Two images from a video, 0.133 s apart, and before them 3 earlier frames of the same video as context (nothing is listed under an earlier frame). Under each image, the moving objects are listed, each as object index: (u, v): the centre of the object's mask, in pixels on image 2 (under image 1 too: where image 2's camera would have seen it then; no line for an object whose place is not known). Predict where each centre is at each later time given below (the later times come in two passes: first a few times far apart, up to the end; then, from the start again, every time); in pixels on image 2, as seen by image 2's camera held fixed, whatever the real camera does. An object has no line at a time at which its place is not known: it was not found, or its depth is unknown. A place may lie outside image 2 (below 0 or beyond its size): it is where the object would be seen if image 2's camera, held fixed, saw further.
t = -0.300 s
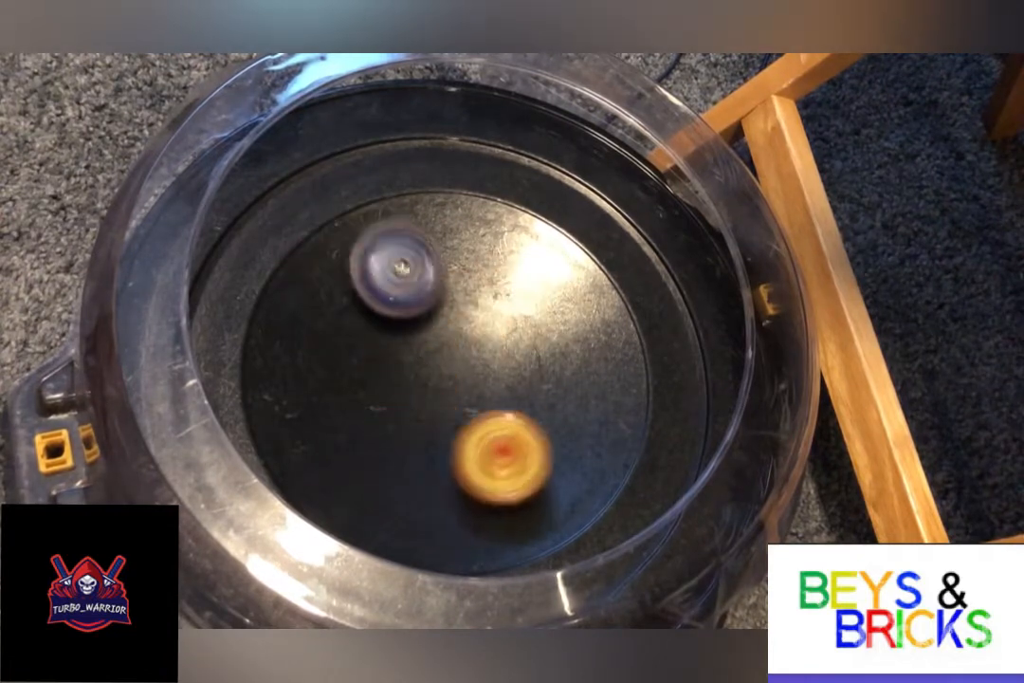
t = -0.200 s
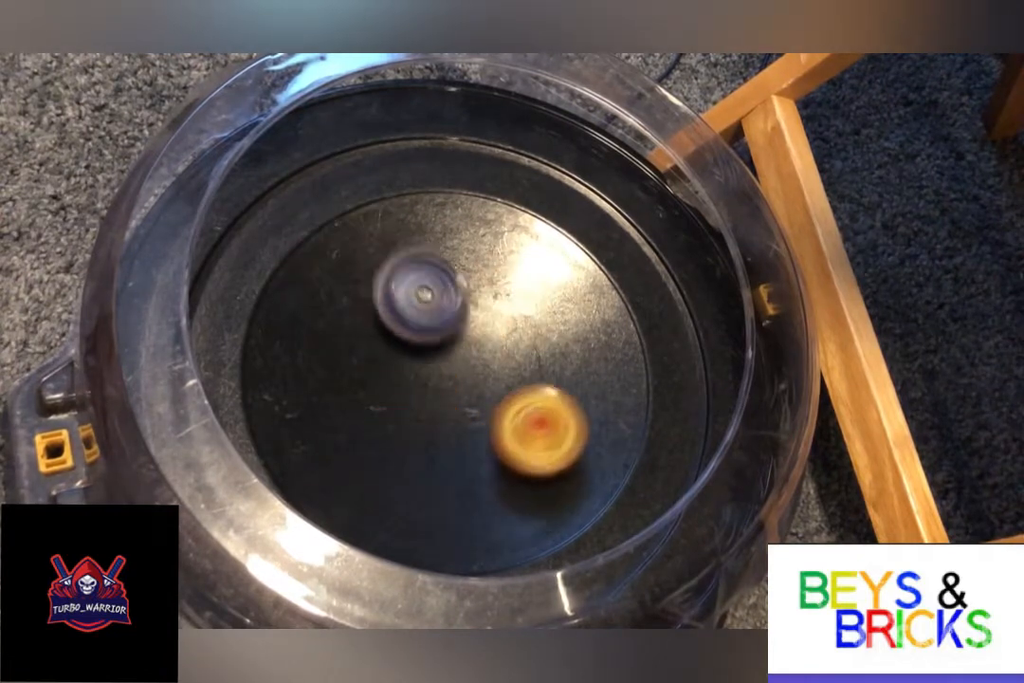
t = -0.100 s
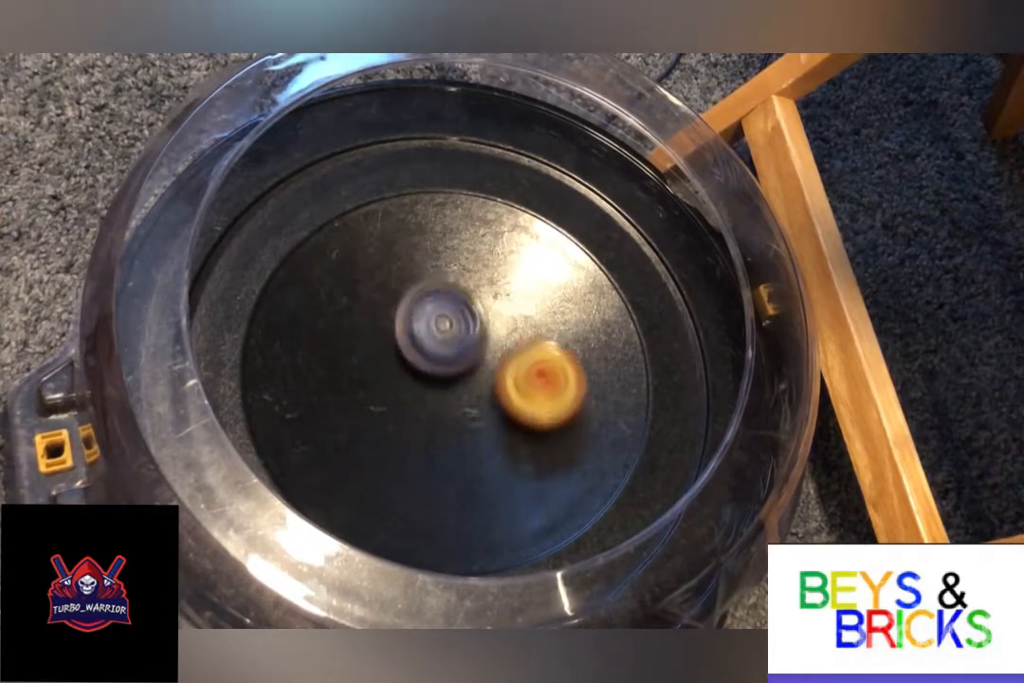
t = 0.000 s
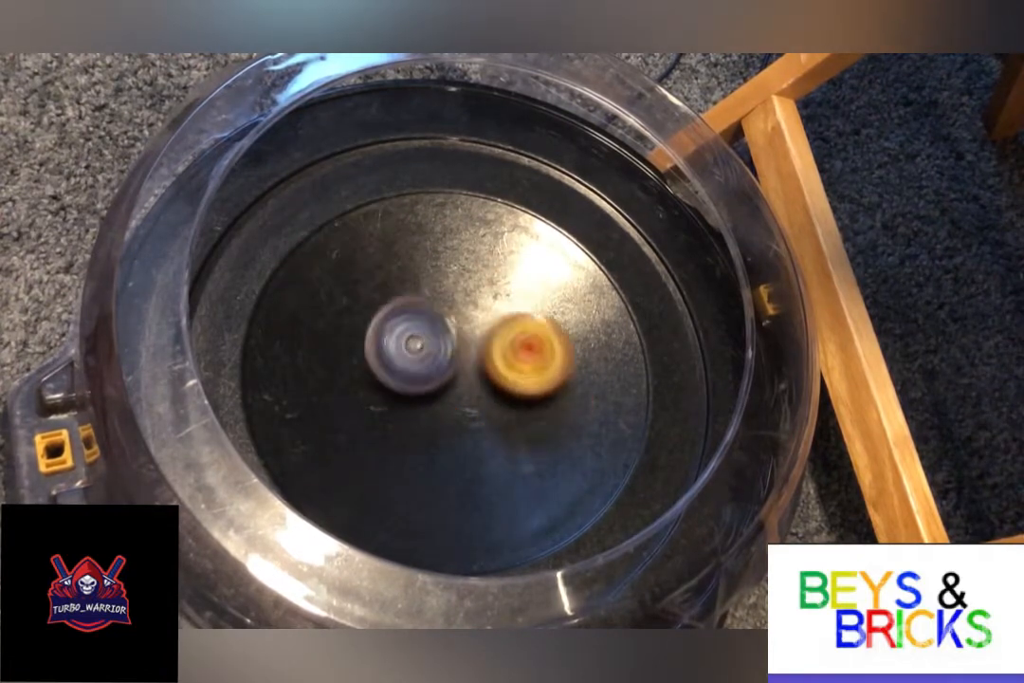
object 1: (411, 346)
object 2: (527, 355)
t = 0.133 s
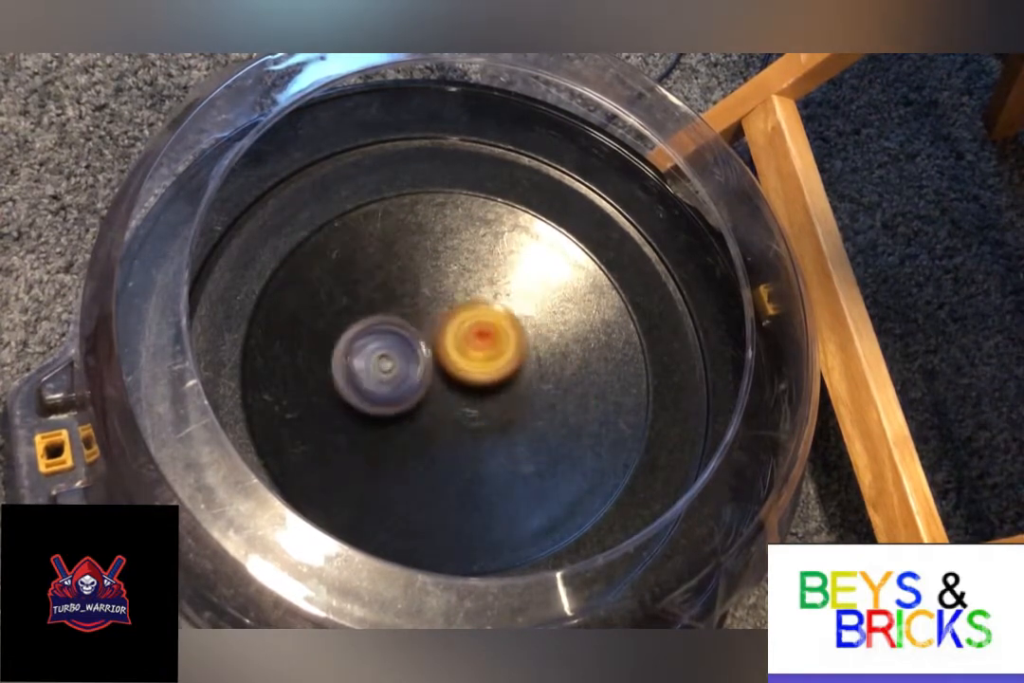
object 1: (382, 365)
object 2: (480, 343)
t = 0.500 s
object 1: (309, 380)
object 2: (446, 414)
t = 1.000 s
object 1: (365, 440)
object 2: (501, 291)
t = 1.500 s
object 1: (459, 506)
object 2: (409, 314)
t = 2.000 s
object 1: (524, 449)
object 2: (495, 347)
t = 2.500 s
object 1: (514, 400)
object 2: (413, 363)
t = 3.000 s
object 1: (512, 360)
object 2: (446, 440)
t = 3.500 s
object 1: (463, 269)
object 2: (395, 354)
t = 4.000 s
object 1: (475, 299)
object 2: (448, 415)
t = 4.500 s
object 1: (410, 310)
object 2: (515, 362)
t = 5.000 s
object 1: (381, 312)
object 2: (442, 424)
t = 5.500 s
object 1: (397, 348)
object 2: (501, 355)
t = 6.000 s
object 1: (400, 413)
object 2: (462, 332)
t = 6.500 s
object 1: (457, 446)
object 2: (495, 348)
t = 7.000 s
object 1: (467, 424)
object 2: (419, 339)
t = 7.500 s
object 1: (537, 379)
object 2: (410, 351)
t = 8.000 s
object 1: (519, 319)
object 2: (426, 359)
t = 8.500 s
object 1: (462, 331)
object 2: (452, 425)
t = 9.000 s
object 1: (400, 349)
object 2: (492, 394)
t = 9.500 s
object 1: (433, 417)
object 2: (479, 331)
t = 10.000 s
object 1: (514, 380)
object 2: (394, 327)
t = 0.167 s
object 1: (376, 367)
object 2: (469, 346)
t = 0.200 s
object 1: (362, 369)
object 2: (462, 351)
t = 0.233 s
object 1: (347, 371)
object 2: (456, 356)
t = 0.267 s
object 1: (335, 374)
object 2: (447, 362)
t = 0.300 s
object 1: (326, 376)
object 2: (441, 369)
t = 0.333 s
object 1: (319, 377)
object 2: (434, 378)
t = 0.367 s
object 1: (313, 377)
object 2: (432, 386)
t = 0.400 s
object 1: (309, 377)
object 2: (433, 395)
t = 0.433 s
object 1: (307, 378)
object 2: (435, 403)
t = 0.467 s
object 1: (307, 378)
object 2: (439, 410)
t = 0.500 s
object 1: (309, 380)
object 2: (446, 414)
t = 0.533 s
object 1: (312, 382)
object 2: (456, 417)
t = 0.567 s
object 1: (317, 384)
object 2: (465, 418)
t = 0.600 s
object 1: (323, 388)
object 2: (475, 415)
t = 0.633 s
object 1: (329, 390)
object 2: (484, 408)
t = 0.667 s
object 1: (337, 393)
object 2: (491, 400)
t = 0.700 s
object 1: (345, 396)
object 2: (494, 388)
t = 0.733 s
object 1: (353, 399)
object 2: (494, 377)
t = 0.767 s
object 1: (362, 400)
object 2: (490, 366)
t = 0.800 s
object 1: (372, 400)
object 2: (483, 355)
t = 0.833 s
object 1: (381, 401)
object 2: (474, 347)
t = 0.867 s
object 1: (390, 400)
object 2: (464, 341)
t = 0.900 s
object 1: (381, 414)
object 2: (473, 327)
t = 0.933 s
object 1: (372, 426)
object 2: (486, 311)
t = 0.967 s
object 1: (367, 435)
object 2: (495, 300)
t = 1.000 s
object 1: (365, 440)
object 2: (501, 291)
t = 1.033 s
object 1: (365, 443)
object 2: (500, 285)
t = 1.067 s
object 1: (366, 445)
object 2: (495, 282)
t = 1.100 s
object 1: (369, 447)
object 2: (487, 280)
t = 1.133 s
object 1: (374, 449)
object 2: (478, 281)
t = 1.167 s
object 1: (379, 450)
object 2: (465, 282)
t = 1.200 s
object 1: (384, 451)
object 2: (453, 285)
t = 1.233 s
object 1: (391, 451)
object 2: (440, 287)
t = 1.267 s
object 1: (396, 450)
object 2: (429, 293)
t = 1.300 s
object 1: (402, 449)
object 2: (417, 303)
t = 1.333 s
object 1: (407, 446)
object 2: (410, 316)
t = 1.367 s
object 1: (413, 443)
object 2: (405, 333)
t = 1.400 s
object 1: (419, 441)
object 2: (404, 348)
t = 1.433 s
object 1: (432, 464)
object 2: (404, 340)
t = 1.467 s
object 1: (445, 489)
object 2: (406, 324)
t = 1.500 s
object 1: (459, 506)
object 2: (409, 314)
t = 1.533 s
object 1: (468, 516)
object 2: (412, 311)
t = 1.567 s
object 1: (476, 522)
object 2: (413, 312)
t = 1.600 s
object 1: (484, 524)
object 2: (414, 315)
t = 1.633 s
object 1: (491, 524)
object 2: (414, 320)
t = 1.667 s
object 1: (497, 523)
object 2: (417, 328)
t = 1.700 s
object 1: (502, 520)
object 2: (423, 335)
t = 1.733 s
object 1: (507, 515)
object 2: (430, 342)
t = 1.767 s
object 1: (511, 509)
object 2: (439, 347)
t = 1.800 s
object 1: (515, 503)
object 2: (450, 351)
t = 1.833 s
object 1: (518, 496)
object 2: (460, 353)
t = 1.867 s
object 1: (520, 488)
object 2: (470, 353)
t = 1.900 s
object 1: (521, 479)
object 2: (480, 353)
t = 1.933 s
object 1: (523, 469)
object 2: (486, 352)
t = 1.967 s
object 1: (523, 460)
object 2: (492, 349)
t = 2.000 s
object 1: (524, 449)
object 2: (495, 347)
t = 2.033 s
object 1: (523, 438)
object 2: (498, 344)
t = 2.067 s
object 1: (523, 429)
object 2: (500, 339)
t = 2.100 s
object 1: (525, 434)
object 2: (499, 325)
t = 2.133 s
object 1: (529, 438)
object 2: (495, 310)
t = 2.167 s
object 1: (529, 438)
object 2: (488, 299)
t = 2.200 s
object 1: (529, 436)
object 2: (480, 294)
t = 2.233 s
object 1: (528, 434)
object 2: (470, 293)
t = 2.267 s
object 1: (527, 429)
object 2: (460, 296)
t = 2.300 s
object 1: (524, 424)
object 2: (450, 304)
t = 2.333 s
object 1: (520, 420)
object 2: (441, 314)
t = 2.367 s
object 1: (516, 411)
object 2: (434, 328)
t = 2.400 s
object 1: (509, 405)
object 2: (431, 342)
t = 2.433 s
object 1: (513, 404)
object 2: (422, 349)
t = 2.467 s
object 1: (515, 403)
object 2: (415, 355)
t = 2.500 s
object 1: (514, 400)
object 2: (413, 363)
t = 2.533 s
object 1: (513, 396)
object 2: (413, 372)
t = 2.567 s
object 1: (518, 394)
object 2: (408, 378)
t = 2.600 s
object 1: (519, 391)
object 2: (407, 385)
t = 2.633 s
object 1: (517, 387)
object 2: (409, 392)
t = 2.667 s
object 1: (514, 383)
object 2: (412, 398)
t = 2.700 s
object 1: (526, 377)
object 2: (401, 405)
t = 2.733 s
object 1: (536, 371)
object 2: (394, 412)
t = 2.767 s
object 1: (541, 366)
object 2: (393, 419)
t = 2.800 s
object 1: (540, 363)
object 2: (394, 428)
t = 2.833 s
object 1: (538, 361)
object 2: (397, 437)
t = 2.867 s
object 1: (533, 360)
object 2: (404, 444)
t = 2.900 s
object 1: (529, 360)
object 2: (413, 449)
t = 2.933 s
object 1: (524, 360)
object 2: (423, 450)
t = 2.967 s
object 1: (518, 359)
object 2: (435, 447)
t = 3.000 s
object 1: (512, 360)
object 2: (446, 440)
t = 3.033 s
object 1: (509, 357)
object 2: (453, 434)
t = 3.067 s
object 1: (509, 346)
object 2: (452, 430)
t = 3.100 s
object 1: (508, 338)
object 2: (453, 423)
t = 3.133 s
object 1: (504, 332)
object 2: (453, 413)
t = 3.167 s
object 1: (500, 324)
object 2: (450, 405)
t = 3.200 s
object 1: (497, 314)
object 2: (444, 397)
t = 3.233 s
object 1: (493, 304)
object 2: (439, 390)
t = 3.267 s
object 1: (487, 295)
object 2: (433, 382)
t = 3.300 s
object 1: (482, 288)
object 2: (427, 376)
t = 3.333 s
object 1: (478, 283)
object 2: (422, 370)
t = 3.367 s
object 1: (474, 277)
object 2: (416, 366)
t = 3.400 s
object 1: (470, 273)
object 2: (411, 362)
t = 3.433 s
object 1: (468, 271)
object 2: (406, 359)
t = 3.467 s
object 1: (466, 269)
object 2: (400, 356)
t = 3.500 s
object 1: (463, 269)
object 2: (395, 354)
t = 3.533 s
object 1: (460, 269)
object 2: (391, 354)
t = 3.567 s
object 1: (458, 271)
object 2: (387, 354)
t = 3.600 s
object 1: (455, 275)
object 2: (383, 355)
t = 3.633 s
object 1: (454, 278)
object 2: (381, 358)
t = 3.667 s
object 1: (453, 284)
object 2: (380, 361)
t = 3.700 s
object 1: (452, 291)
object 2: (382, 365)
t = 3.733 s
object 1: (452, 294)
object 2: (385, 370)
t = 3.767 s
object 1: (459, 291)
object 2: (385, 380)
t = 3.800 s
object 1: (464, 294)
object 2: (390, 388)
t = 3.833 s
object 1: (466, 297)
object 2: (401, 393)
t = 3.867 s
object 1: (467, 301)
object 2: (413, 396)
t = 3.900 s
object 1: (467, 306)
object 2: (426, 396)
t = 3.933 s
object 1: (468, 305)
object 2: (435, 401)
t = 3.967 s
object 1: (474, 301)
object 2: (441, 410)
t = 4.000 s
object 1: (475, 299)
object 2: (448, 415)
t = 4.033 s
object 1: (475, 301)
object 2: (455, 414)
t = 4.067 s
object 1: (474, 303)
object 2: (463, 412)
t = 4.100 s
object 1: (473, 309)
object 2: (470, 409)
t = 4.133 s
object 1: (473, 306)
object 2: (477, 413)
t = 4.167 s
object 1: (472, 304)
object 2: (484, 415)
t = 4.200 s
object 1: (471, 304)
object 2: (492, 414)
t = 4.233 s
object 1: (469, 307)
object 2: (501, 409)
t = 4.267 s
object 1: (467, 311)
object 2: (509, 402)
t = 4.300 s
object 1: (462, 313)
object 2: (515, 396)
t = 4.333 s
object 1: (457, 315)
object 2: (519, 391)
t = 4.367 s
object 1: (450, 315)
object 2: (521, 384)
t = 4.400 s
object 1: (442, 315)
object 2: (521, 377)
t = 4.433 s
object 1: (437, 316)
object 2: (518, 370)
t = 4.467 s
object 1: (425, 314)
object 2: (517, 365)
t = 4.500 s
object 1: (410, 310)
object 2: (515, 362)
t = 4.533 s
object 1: (396, 305)
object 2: (509, 358)
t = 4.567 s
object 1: (384, 301)
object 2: (501, 357)
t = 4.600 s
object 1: (375, 297)
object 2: (492, 358)
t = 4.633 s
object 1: (365, 294)
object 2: (482, 362)
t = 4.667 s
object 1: (359, 293)
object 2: (472, 366)
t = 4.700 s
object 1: (354, 292)
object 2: (464, 370)
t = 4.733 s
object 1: (352, 292)
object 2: (456, 377)
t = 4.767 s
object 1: (352, 292)
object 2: (449, 383)
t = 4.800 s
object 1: (354, 293)
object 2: (444, 389)
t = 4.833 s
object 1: (356, 295)
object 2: (441, 396)
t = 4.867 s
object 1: (360, 296)
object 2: (439, 402)
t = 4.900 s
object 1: (364, 299)
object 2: (437, 408)
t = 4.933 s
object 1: (369, 302)
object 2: (437, 413)
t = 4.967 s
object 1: (375, 306)
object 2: (439, 419)
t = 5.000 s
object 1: (381, 312)
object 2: (442, 424)
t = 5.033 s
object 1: (388, 319)
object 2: (447, 426)
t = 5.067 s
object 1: (394, 328)
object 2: (453, 427)
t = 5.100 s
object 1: (402, 339)
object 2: (459, 425)
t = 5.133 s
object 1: (406, 343)
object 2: (468, 425)
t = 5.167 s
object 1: (408, 343)
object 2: (474, 421)
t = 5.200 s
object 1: (405, 340)
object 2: (482, 418)
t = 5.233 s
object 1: (403, 337)
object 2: (489, 413)
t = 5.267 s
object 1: (404, 337)
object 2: (493, 406)
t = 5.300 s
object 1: (406, 339)
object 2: (494, 397)
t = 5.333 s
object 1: (406, 340)
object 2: (496, 389)
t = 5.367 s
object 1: (404, 341)
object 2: (498, 382)
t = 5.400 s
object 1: (401, 341)
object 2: (501, 376)
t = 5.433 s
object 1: (400, 343)
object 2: (501, 369)
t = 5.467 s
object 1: (399, 346)
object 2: (500, 362)
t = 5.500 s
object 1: (397, 348)
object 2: (501, 355)
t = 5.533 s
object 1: (396, 350)
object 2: (499, 348)
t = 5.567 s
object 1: (397, 352)
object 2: (494, 342)
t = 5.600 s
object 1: (395, 355)
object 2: (492, 337)
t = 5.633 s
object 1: (393, 358)
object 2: (489, 333)
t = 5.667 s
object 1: (394, 361)
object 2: (484, 330)
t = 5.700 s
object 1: (391, 367)
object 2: (483, 325)
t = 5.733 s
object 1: (386, 373)
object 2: (485, 320)
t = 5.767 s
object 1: (385, 378)
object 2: (485, 317)
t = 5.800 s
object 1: (386, 383)
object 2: (481, 314)
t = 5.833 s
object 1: (388, 388)
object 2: (476, 312)
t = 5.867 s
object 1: (391, 392)
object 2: (470, 313)
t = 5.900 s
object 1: (395, 395)
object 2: (464, 316)
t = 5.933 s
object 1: (399, 397)
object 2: (458, 322)
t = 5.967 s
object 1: (402, 402)
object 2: (457, 330)
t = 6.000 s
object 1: (400, 413)
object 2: (462, 332)
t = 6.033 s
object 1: (400, 424)
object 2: (469, 332)
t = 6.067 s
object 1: (402, 433)
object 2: (474, 332)
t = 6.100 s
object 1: (407, 440)
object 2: (478, 332)
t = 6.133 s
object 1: (412, 445)
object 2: (482, 333)
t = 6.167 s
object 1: (419, 449)
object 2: (485, 333)
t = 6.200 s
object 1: (425, 451)
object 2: (486, 334)
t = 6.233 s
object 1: (431, 453)
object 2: (487, 335)
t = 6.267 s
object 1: (435, 454)
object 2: (488, 338)
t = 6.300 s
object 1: (441, 454)
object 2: (489, 342)
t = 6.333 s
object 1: (447, 452)
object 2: (489, 345)
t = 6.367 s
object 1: (451, 449)
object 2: (490, 349)
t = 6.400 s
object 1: (455, 444)
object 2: (490, 353)
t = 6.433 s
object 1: (458, 442)
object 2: (491, 355)
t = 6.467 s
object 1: (457, 446)
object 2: (494, 351)
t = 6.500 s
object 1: (457, 446)
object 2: (495, 348)
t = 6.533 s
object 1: (459, 443)
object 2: (495, 346)
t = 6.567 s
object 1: (460, 438)
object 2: (493, 344)
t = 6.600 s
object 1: (461, 432)
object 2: (489, 343)
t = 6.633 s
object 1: (461, 435)
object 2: (485, 337)
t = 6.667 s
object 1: (459, 438)
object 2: (480, 330)
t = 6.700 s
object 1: (458, 438)
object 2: (473, 329)
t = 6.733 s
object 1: (459, 435)
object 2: (466, 330)
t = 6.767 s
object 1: (459, 429)
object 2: (458, 332)
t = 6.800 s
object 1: (460, 426)
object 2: (452, 334)
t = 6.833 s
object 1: (461, 431)
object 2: (446, 331)
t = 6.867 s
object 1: (462, 432)
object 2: (440, 331)
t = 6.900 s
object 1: (464, 429)
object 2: (434, 331)
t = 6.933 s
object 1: (464, 426)
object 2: (428, 336)
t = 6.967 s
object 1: (465, 426)
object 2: (423, 337)
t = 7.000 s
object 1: (467, 424)
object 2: (419, 339)
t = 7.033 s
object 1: (470, 423)
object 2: (414, 340)
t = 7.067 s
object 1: (472, 421)
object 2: (410, 344)
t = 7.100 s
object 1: (475, 421)
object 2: (407, 347)
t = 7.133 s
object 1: (479, 421)
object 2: (403, 350)
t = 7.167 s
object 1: (483, 418)
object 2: (402, 353)
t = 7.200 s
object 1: (485, 416)
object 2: (402, 357)
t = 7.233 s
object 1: (490, 414)
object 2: (402, 359)
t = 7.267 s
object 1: (496, 414)
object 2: (401, 359)
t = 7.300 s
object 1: (500, 409)
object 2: (403, 360)
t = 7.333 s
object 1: (501, 405)
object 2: (406, 362)
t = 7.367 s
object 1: (503, 400)
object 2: (410, 362)
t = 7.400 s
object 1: (513, 395)
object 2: (408, 358)
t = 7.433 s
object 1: (524, 391)
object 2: (408, 356)
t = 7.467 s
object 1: (531, 385)
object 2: (409, 353)
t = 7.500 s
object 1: (537, 379)
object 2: (410, 351)
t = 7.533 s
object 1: (541, 373)
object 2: (413, 349)
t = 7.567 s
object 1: (542, 368)
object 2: (415, 348)
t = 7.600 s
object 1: (541, 363)
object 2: (419, 346)
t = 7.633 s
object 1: (540, 357)
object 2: (422, 345)
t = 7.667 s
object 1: (538, 352)
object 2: (425, 343)
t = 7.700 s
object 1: (535, 347)
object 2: (429, 342)
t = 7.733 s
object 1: (532, 342)
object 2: (432, 341)
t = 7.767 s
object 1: (536, 337)
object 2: (429, 339)
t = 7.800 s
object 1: (536, 333)
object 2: (427, 339)
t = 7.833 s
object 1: (533, 330)
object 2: (426, 339)
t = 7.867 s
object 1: (528, 326)
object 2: (426, 342)
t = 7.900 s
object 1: (525, 325)
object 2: (427, 345)
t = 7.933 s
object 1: (524, 322)
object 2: (426, 347)
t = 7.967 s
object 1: (523, 320)
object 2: (424, 354)
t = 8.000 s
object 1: (519, 319)
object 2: (426, 359)
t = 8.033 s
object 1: (516, 319)
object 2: (428, 364)
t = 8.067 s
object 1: (513, 319)
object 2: (429, 369)
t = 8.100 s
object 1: (509, 318)
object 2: (433, 375)
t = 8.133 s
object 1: (512, 311)
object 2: (428, 383)
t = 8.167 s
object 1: (515, 309)
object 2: (421, 392)
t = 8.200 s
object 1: (513, 307)
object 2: (421, 400)
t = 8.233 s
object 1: (509, 308)
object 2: (422, 404)
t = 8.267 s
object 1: (505, 309)
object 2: (424, 408)
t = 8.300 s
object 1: (500, 314)
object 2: (427, 412)
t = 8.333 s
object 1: (493, 319)
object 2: (433, 415)
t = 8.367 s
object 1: (490, 324)
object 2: (436, 416)
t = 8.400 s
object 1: (482, 330)
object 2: (442, 418)
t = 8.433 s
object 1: (476, 331)
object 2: (446, 420)
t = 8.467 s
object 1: (469, 329)
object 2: (448, 423)
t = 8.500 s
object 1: (462, 331)
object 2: (452, 425)
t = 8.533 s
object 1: (456, 332)
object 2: (458, 425)
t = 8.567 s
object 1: (452, 330)
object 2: (462, 423)
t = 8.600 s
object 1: (448, 330)
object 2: (464, 424)
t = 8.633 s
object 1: (442, 329)
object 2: (468, 426)
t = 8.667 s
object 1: (436, 328)
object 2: (470, 424)
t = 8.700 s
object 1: (434, 331)
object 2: (473, 424)
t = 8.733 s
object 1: (427, 333)
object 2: (477, 423)
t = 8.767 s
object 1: (418, 329)
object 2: (484, 426)
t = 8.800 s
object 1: (413, 328)
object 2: (490, 426)
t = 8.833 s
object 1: (408, 331)
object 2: (494, 422)
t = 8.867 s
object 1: (406, 333)
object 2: (495, 417)
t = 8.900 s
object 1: (405, 338)
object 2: (497, 411)
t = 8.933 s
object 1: (405, 342)
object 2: (493, 403)
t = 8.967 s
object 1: (404, 346)
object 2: (490, 397)
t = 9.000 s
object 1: (400, 349)
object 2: (492, 394)
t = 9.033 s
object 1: (399, 356)
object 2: (494, 391)
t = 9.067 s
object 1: (399, 360)
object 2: (497, 385)
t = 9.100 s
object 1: (396, 365)
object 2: (502, 381)
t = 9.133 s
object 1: (392, 368)
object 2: (506, 379)
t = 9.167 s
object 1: (394, 372)
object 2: (508, 374)
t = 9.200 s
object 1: (398, 378)
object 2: (508, 370)
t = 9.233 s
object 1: (401, 382)
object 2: (509, 365)
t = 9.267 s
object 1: (407, 386)
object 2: (506, 359)
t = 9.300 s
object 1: (412, 391)
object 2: (503, 355)
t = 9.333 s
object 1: (413, 396)
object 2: (501, 350)
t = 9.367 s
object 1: (416, 402)
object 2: (497, 347)
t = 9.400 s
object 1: (420, 405)
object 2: (492, 343)
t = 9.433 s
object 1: (424, 409)
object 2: (486, 340)
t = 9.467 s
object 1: (428, 415)
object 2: (483, 336)
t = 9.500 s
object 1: (433, 417)
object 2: (479, 331)
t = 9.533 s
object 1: (440, 418)
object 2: (474, 329)
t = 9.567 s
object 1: (444, 418)
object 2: (469, 327)
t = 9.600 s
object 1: (450, 417)
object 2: (463, 326)
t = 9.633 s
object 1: (458, 418)
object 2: (456, 324)
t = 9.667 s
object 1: (465, 416)
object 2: (450, 322)
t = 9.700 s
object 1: (471, 415)
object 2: (445, 322)
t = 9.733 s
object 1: (477, 415)
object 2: (439, 319)
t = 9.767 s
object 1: (484, 413)
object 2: (434, 318)
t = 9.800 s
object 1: (487, 410)
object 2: (429, 317)
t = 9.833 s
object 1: (489, 405)
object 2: (423, 318)
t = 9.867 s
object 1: (492, 401)
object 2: (420, 320)
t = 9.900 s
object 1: (493, 394)
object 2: (416, 324)
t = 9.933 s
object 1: (494, 389)
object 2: (414, 330)
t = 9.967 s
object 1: (502, 385)
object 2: (404, 328)
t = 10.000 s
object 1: (514, 380)
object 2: (394, 327)
